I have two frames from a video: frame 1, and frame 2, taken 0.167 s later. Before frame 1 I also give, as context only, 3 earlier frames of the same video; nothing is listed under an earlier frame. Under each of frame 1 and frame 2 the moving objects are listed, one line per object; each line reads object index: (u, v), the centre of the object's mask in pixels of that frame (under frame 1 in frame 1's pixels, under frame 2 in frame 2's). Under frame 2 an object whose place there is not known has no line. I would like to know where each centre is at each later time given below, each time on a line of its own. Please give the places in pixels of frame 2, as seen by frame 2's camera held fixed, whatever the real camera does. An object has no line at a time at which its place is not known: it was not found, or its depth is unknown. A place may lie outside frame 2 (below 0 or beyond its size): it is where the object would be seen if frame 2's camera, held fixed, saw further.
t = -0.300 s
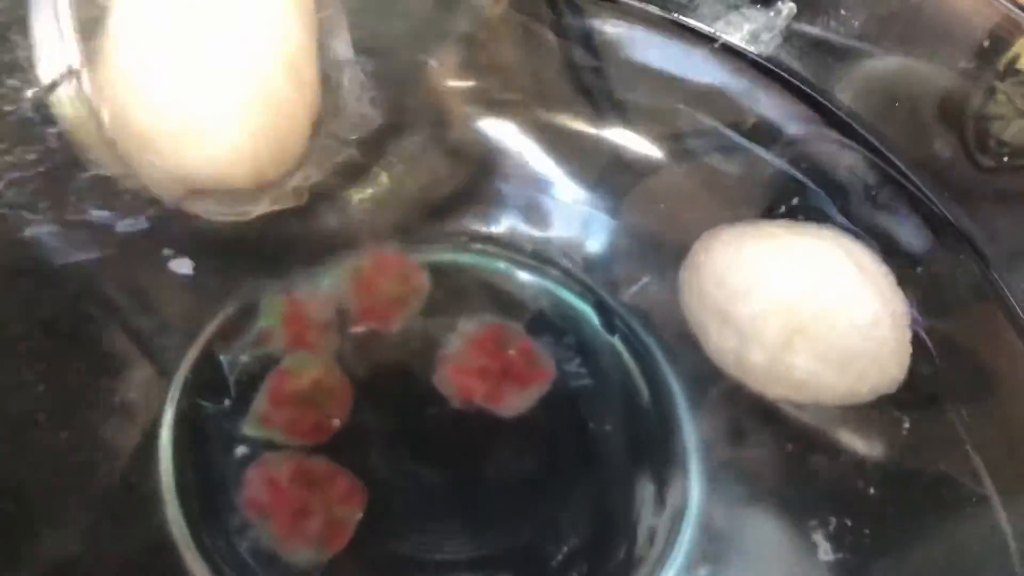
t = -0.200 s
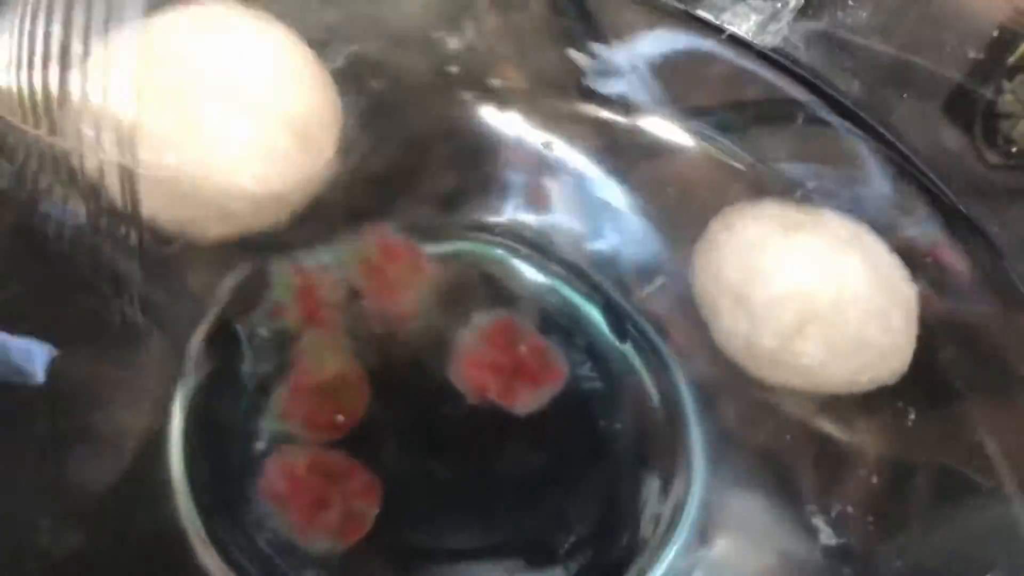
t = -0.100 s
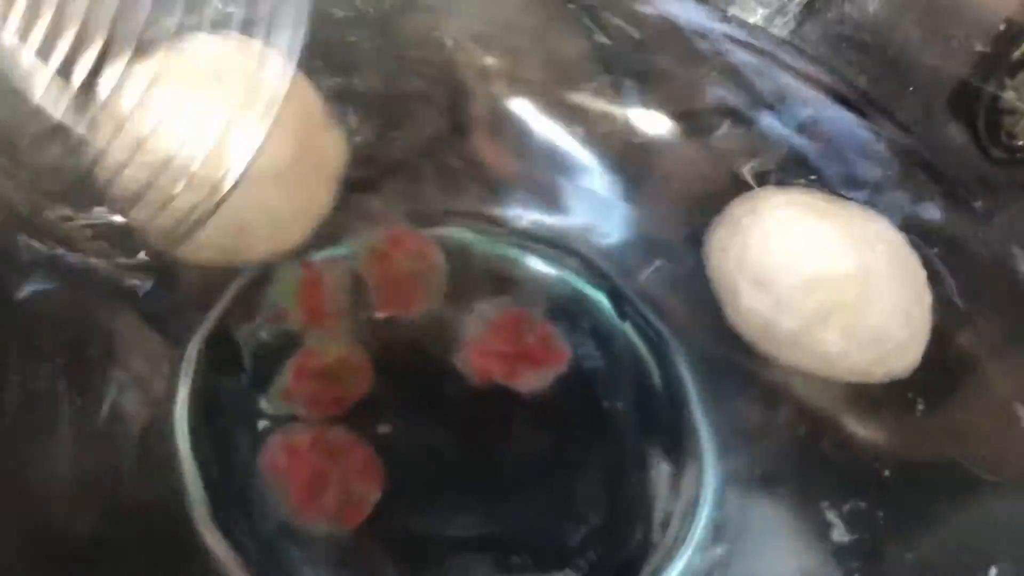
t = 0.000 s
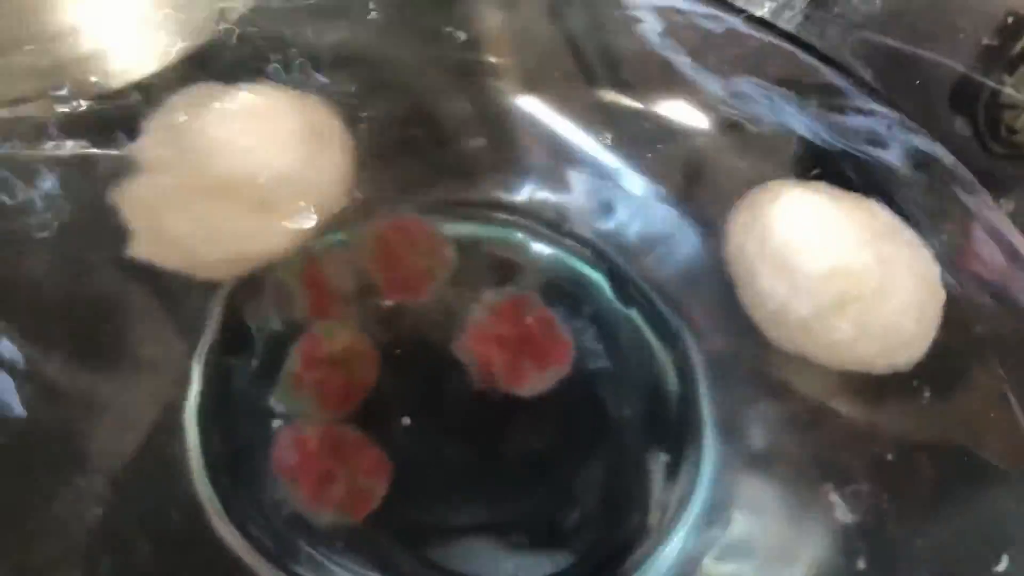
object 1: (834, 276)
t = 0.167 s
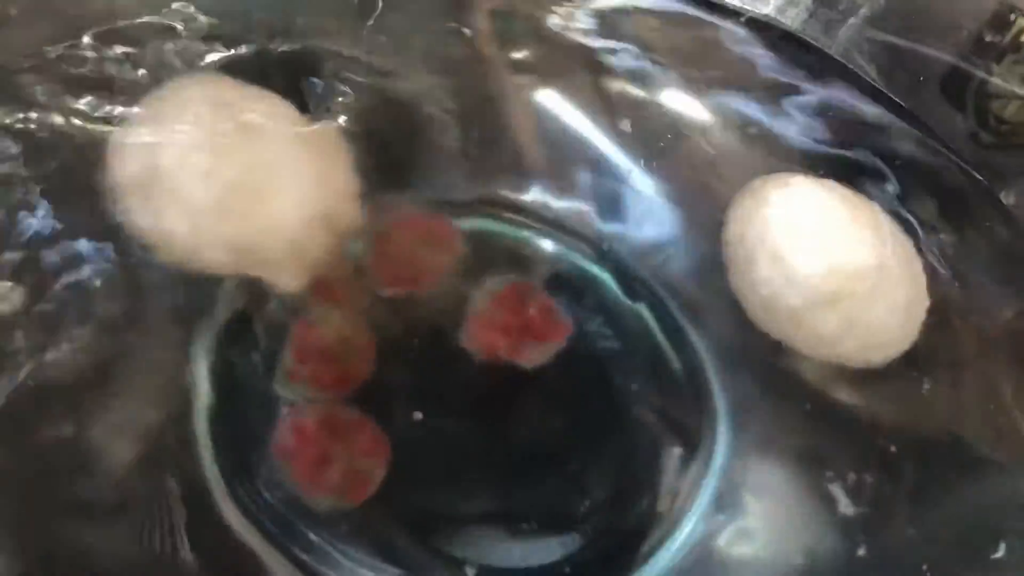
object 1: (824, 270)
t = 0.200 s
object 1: (820, 270)
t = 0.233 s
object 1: (817, 267)
